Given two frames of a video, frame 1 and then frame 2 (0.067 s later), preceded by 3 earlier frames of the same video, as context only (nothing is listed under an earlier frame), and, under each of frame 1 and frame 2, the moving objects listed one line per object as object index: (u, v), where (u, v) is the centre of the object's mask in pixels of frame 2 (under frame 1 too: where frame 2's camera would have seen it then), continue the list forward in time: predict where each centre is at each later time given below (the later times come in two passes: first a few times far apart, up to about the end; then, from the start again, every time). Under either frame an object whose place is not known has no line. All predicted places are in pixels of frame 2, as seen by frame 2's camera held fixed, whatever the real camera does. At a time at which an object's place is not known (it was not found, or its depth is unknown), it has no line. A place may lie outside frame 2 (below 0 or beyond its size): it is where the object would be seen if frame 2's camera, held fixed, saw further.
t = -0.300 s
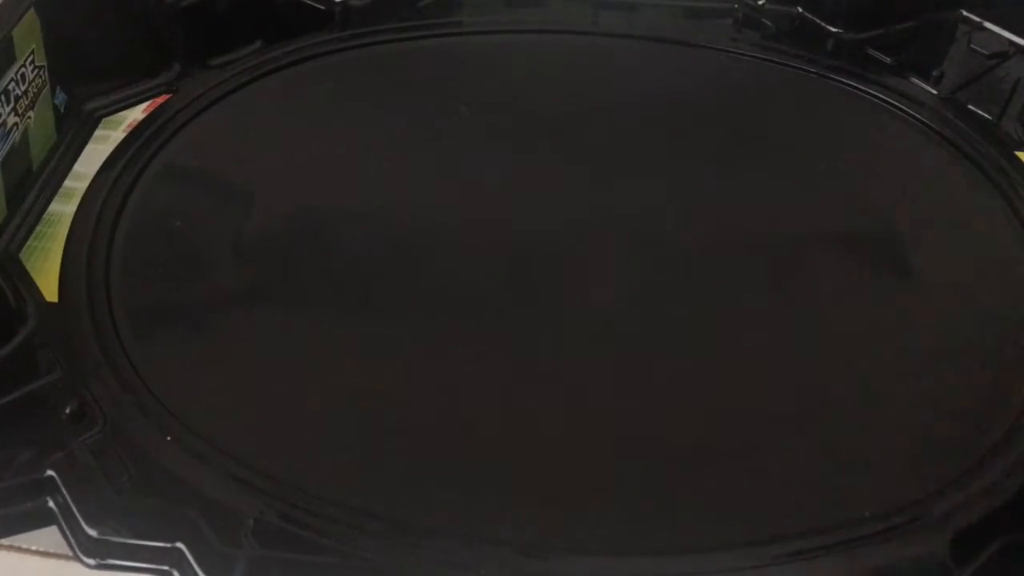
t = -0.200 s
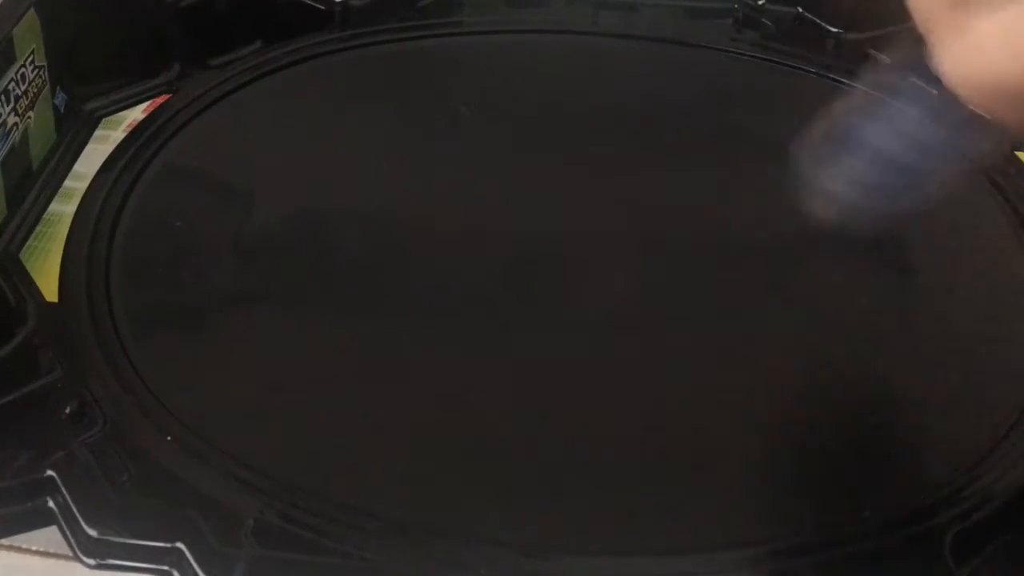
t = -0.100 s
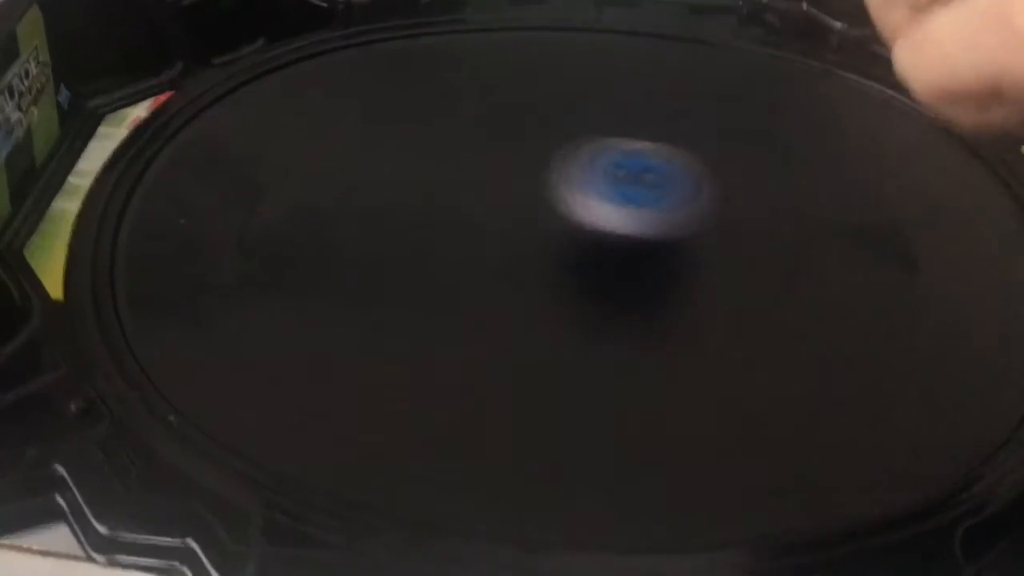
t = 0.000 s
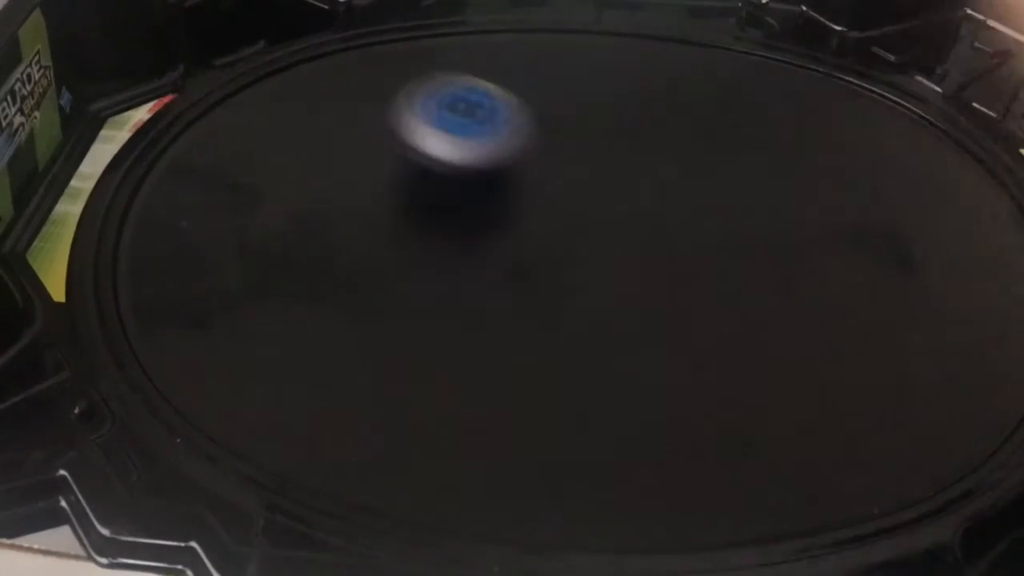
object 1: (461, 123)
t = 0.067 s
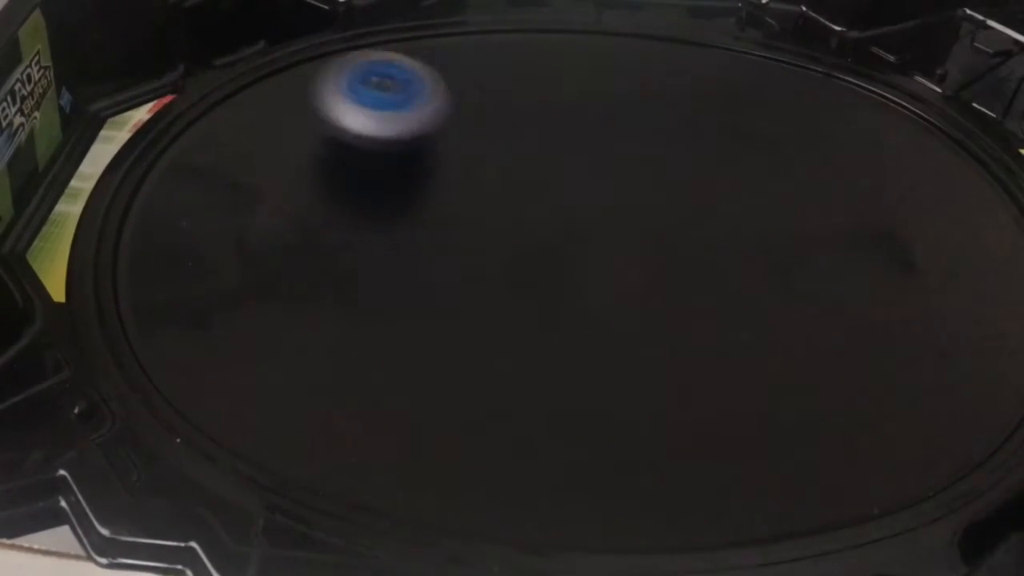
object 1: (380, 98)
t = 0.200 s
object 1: (273, 96)
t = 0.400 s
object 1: (214, 136)
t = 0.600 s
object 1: (255, 210)
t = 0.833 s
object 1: (429, 263)
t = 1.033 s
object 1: (587, 239)
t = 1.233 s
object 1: (680, 185)
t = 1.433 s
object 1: (694, 143)
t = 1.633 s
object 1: (661, 132)
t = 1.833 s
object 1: (645, 161)
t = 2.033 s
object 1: (649, 206)
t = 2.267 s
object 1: (680, 258)
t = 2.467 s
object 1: (720, 283)
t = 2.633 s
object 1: (739, 289)
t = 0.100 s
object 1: (345, 92)
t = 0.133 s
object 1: (315, 91)
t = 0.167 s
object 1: (292, 93)
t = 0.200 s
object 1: (273, 96)
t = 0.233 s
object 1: (257, 100)
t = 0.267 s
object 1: (244, 106)
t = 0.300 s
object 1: (233, 112)
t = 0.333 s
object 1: (224, 119)
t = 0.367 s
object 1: (217, 127)
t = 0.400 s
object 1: (214, 136)
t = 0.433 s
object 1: (211, 147)
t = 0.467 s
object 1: (213, 159)
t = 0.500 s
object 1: (218, 172)
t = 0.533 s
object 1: (227, 186)
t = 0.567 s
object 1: (239, 197)
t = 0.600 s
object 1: (255, 210)
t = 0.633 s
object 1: (274, 223)
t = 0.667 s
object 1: (297, 234)
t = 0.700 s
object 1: (321, 243)
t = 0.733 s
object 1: (347, 251)
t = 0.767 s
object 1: (374, 257)
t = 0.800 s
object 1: (401, 260)
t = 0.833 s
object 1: (429, 263)
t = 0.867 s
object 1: (458, 263)
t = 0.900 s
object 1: (486, 262)
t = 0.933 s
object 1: (514, 259)
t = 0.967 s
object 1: (541, 254)
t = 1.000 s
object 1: (565, 246)
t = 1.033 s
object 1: (587, 239)
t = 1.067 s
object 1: (608, 230)
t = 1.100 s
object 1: (628, 222)
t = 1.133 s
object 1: (646, 213)
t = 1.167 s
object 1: (659, 204)
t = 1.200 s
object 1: (671, 195)
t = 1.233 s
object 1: (680, 185)
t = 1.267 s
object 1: (688, 176)
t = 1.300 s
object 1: (694, 167)
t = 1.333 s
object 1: (697, 159)
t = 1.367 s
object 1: (698, 152)
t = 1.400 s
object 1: (697, 147)
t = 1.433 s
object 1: (694, 143)
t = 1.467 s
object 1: (689, 140)
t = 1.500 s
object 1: (683, 136)
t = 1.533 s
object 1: (677, 133)
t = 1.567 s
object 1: (672, 130)
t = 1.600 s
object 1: (666, 130)
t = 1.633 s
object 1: (661, 132)
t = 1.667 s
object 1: (658, 135)
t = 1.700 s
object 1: (654, 139)
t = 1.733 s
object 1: (651, 145)
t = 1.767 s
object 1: (648, 149)
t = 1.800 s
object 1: (646, 155)
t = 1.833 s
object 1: (645, 161)
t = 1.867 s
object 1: (644, 167)
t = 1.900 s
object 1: (643, 173)
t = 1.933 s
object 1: (642, 181)
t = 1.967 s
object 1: (644, 189)
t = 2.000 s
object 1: (646, 198)
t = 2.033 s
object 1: (649, 206)
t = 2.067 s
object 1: (652, 215)
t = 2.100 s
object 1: (655, 221)
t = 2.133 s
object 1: (659, 229)
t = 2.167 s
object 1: (663, 236)
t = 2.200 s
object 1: (667, 244)
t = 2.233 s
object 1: (673, 251)
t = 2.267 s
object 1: (680, 258)
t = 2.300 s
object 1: (686, 264)
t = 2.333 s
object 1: (694, 269)
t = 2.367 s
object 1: (701, 273)
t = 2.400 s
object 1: (708, 277)
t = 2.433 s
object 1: (714, 280)
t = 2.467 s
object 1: (720, 283)
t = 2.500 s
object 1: (725, 285)
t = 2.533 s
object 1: (729, 288)
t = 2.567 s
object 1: (733, 288)
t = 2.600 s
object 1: (736, 288)
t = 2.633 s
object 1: (739, 289)
